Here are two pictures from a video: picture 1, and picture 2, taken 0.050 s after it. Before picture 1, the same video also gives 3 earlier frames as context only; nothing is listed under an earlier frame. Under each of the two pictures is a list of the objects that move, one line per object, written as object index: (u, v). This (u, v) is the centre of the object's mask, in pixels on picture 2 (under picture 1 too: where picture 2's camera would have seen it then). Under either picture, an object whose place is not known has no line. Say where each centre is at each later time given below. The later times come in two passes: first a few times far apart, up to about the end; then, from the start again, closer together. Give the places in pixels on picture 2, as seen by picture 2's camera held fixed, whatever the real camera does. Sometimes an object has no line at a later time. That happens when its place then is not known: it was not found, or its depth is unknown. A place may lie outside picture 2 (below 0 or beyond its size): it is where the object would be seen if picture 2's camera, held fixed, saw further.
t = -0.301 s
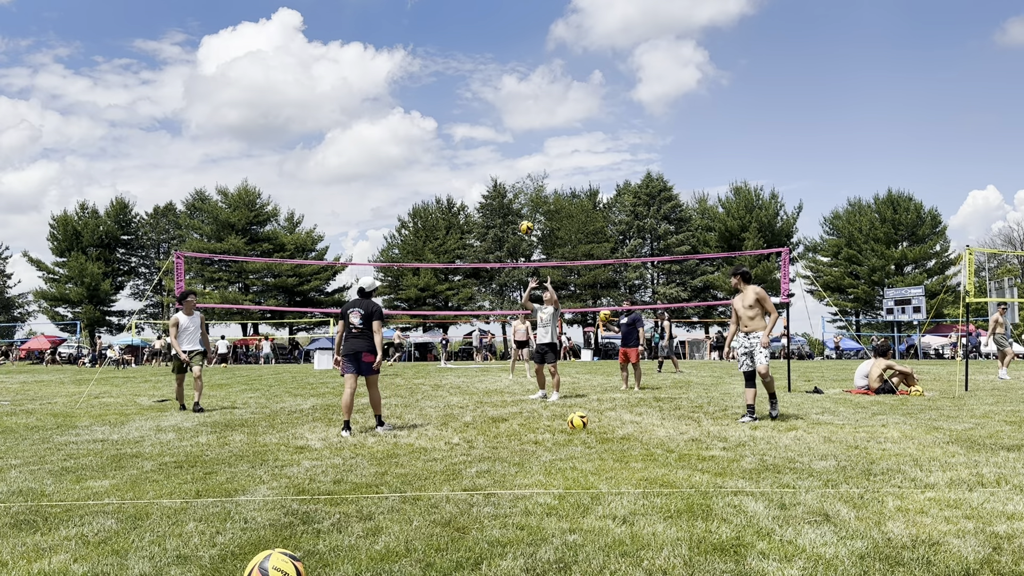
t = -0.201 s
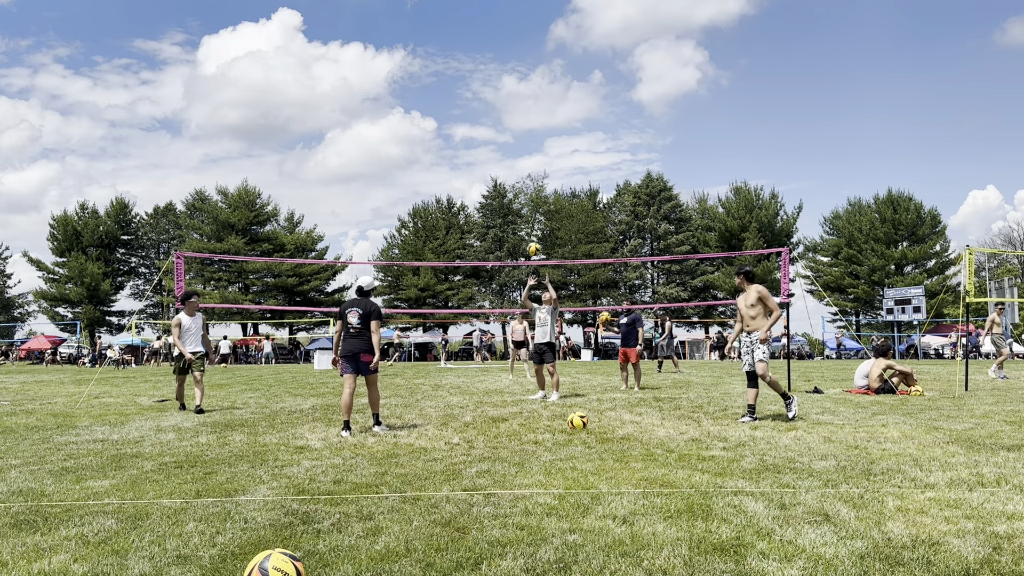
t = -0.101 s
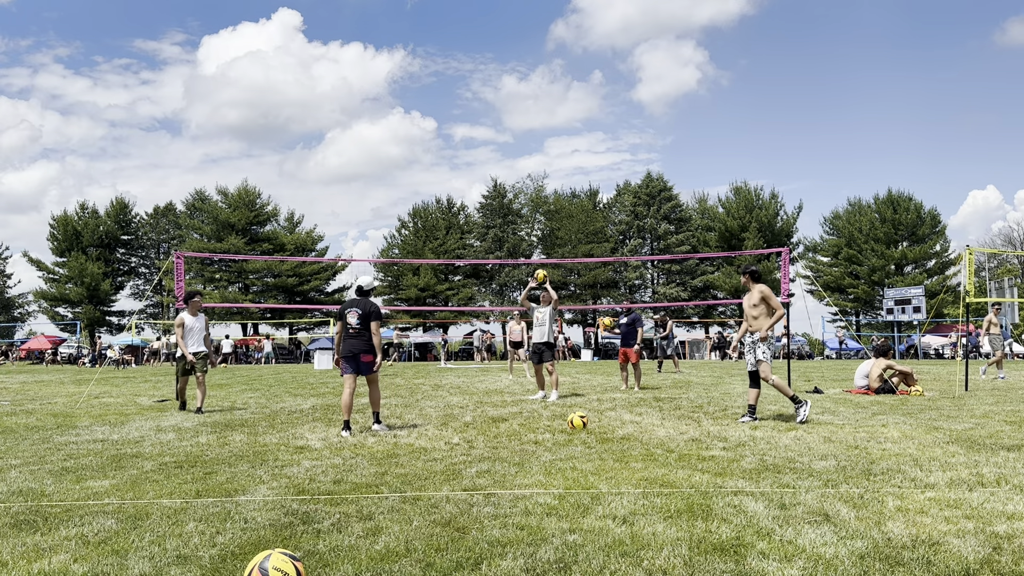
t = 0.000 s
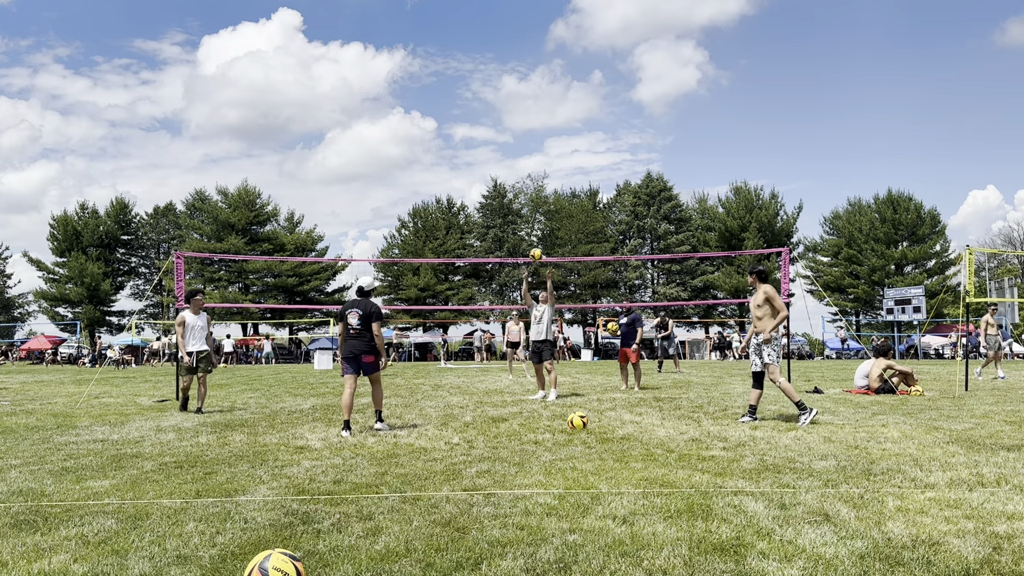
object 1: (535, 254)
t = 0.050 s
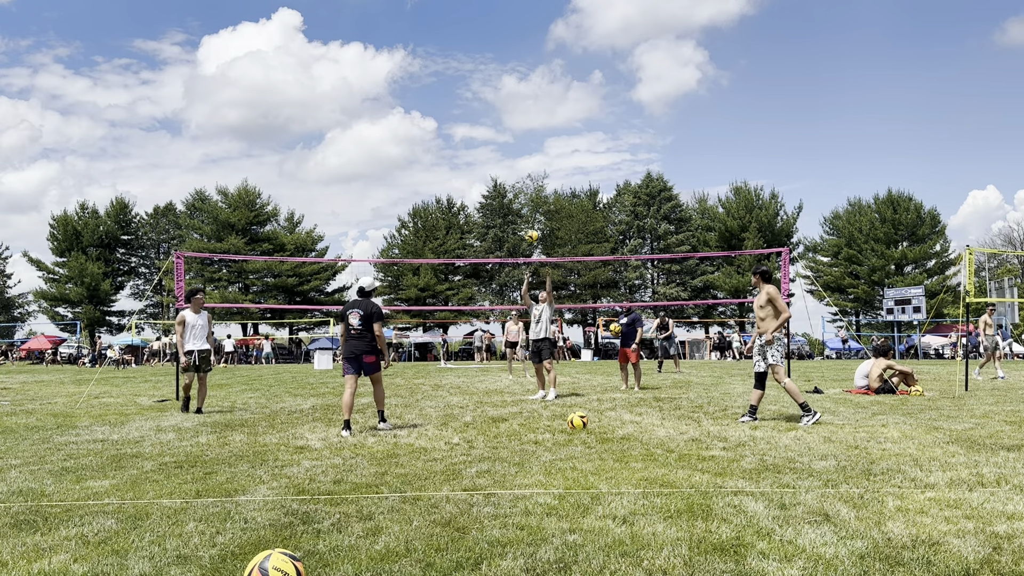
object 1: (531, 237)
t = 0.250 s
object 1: (517, 180)
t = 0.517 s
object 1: (493, 141)
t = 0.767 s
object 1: (470, 147)
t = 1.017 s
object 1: (445, 198)
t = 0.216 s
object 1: (519, 188)
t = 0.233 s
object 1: (518, 184)
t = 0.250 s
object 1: (517, 180)
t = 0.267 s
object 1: (515, 176)
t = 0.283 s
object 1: (513, 173)
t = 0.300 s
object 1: (512, 169)
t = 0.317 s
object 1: (511, 166)
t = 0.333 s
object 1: (509, 163)
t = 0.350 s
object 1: (508, 160)
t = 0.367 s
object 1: (506, 157)
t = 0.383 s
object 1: (505, 155)
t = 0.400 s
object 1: (503, 153)
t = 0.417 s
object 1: (502, 150)
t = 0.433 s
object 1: (501, 148)
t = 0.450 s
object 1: (499, 147)
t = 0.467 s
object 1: (498, 145)
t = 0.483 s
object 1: (496, 144)
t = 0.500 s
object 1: (495, 143)
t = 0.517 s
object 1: (493, 141)
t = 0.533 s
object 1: (492, 140)
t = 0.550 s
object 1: (490, 140)
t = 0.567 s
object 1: (489, 139)
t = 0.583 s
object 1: (487, 139)
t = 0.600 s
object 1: (486, 139)
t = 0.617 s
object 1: (484, 139)
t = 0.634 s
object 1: (482, 139)
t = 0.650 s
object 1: (481, 139)
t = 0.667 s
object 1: (480, 140)
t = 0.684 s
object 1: (478, 140)
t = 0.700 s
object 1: (476, 141)
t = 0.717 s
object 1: (475, 143)
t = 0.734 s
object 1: (473, 144)
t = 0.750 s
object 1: (472, 145)
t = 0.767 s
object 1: (470, 147)
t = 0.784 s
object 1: (469, 149)
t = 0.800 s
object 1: (467, 151)
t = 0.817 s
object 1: (465, 154)
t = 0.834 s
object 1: (464, 156)
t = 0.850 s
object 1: (462, 159)
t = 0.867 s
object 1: (460, 162)
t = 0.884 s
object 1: (459, 165)
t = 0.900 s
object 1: (457, 169)
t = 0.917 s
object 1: (456, 172)
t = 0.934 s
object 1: (454, 176)
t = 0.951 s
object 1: (452, 180)
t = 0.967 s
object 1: (450, 184)
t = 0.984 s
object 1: (449, 189)
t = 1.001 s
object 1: (447, 193)
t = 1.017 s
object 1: (445, 198)
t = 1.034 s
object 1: (444, 204)
